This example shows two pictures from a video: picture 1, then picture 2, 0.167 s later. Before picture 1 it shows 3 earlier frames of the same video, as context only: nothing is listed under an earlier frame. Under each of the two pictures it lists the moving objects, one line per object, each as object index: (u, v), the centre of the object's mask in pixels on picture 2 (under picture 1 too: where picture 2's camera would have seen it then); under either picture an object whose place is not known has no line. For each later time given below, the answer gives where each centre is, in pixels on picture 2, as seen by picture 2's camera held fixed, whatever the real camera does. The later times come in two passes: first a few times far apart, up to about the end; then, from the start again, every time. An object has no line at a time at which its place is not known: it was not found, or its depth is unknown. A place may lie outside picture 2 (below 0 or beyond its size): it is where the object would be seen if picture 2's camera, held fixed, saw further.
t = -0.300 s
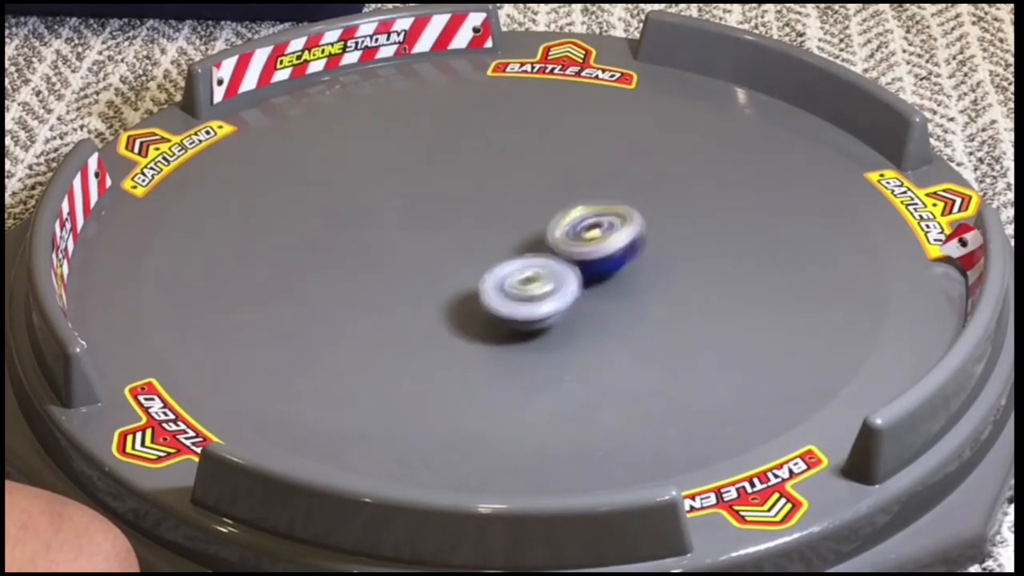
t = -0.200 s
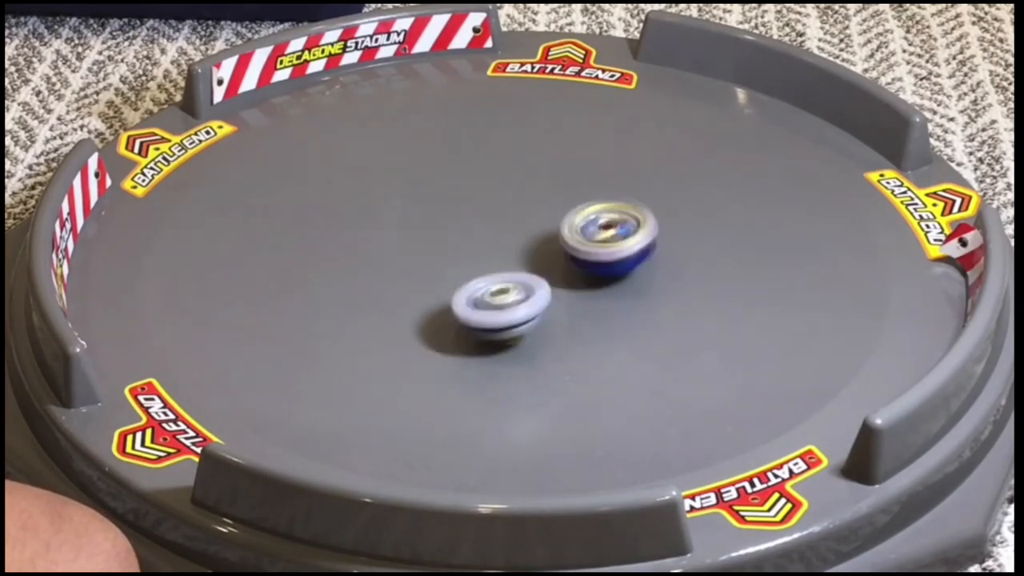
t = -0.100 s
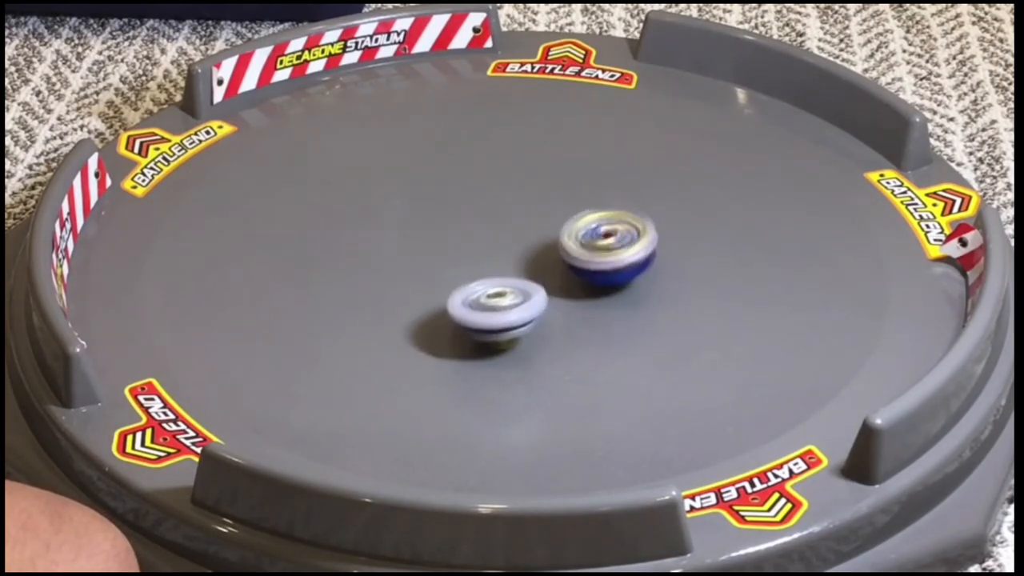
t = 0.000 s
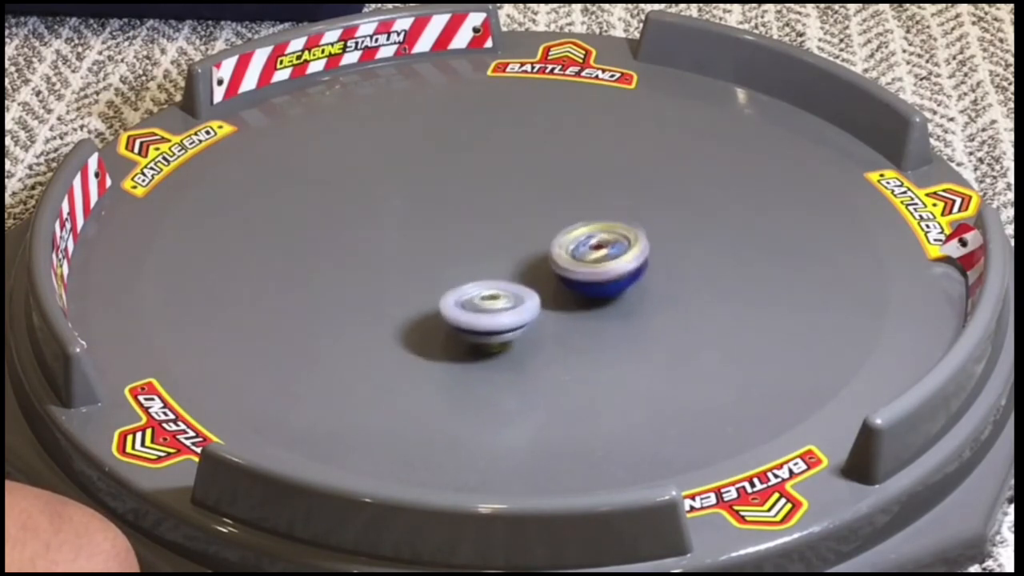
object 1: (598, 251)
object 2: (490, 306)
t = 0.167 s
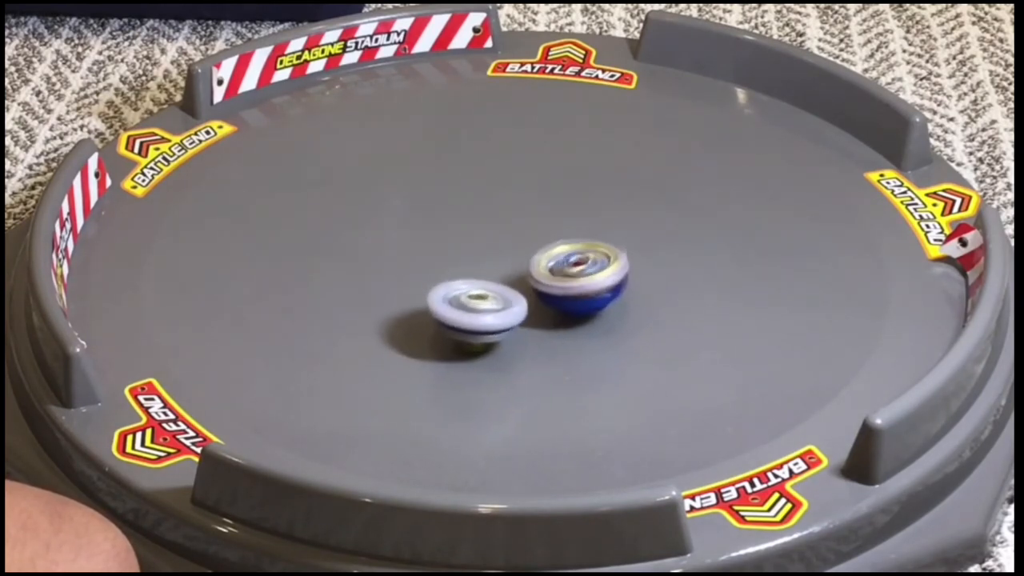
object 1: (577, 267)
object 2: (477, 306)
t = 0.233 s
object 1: (566, 273)
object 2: (471, 304)
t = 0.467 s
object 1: (557, 278)
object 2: (455, 294)
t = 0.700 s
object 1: (581, 265)
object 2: (408, 276)
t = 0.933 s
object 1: (575, 244)
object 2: (418, 268)
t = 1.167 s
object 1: (530, 232)
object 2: (446, 270)
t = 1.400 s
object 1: (505, 226)
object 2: (454, 281)
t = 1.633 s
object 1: (505, 230)
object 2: (443, 302)
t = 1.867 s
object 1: (528, 241)
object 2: (426, 307)
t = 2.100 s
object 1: (553, 257)
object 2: (416, 302)
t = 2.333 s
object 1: (569, 264)
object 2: (427, 295)
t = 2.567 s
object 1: (561, 260)
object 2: (453, 292)
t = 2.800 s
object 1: (575, 241)
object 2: (464, 295)
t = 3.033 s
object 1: (538, 236)
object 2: (470, 302)
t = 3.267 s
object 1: (496, 239)
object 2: (471, 305)
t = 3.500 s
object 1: (458, 240)
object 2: (474, 304)
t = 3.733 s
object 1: (451, 246)
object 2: (484, 304)
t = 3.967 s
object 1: (477, 246)
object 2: (496, 313)
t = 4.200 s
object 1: (488, 252)
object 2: (495, 321)
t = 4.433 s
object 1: (484, 251)
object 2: (487, 321)
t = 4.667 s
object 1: (465, 245)
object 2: (490, 315)
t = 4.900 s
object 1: (465, 230)
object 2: (508, 310)
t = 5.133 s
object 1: (476, 235)
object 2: (534, 309)
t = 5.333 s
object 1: (480, 249)
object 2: (543, 311)
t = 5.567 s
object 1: (484, 249)
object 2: (540, 314)
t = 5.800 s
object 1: (482, 246)
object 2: (535, 311)
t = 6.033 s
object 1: (500, 244)
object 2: (542, 305)
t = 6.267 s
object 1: (500, 250)
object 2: (560, 299)
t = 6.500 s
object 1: (482, 254)
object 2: (572, 297)
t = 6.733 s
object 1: (459, 245)
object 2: (572, 300)
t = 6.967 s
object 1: (470, 244)
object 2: (566, 297)
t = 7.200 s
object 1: (481, 254)
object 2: (567, 291)
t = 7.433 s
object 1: (498, 259)
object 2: (582, 288)
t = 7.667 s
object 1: (479, 268)
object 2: (590, 287)
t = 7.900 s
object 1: (489, 256)
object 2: (584, 287)
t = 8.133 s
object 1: (494, 260)
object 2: (589, 290)
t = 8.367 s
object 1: (518, 235)
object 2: (594, 293)
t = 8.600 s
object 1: (548, 231)
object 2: (594, 290)
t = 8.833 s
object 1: (557, 235)
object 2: (593, 289)
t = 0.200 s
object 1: (571, 270)
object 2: (474, 304)
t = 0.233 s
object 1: (566, 273)
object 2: (471, 304)
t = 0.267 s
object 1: (563, 276)
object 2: (469, 303)
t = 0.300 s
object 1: (562, 278)
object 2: (461, 302)
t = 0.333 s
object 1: (562, 278)
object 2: (457, 300)
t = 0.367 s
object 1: (562, 279)
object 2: (456, 299)
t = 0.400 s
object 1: (560, 278)
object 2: (455, 297)
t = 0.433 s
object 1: (560, 278)
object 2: (455, 296)
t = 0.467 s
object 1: (557, 278)
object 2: (455, 294)
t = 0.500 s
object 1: (556, 277)
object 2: (455, 292)
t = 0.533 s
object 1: (553, 276)
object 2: (455, 291)
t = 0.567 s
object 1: (553, 275)
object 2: (452, 288)
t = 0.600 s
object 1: (564, 273)
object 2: (435, 285)
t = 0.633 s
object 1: (572, 271)
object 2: (420, 282)
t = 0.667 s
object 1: (576, 269)
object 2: (411, 279)
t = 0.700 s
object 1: (581, 265)
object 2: (408, 276)
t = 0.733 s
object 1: (583, 263)
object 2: (408, 274)
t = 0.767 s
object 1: (585, 258)
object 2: (409, 273)
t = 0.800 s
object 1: (585, 257)
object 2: (410, 272)
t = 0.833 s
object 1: (585, 252)
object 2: (411, 271)
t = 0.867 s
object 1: (583, 250)
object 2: (413, 270)
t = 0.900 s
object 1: (579, 246)
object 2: (416, 269)
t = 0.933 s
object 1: (575, 244)
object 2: (418, 268)
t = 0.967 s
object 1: (569, 240)
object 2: (421, 268)
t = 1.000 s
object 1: (563, 238)
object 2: (425, 268)
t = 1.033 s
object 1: (555, 237)
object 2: (428, 267)
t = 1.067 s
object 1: (548, 235)
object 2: (433, 268)
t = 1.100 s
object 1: (540, 234)
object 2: (438, 268)
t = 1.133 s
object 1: (534, 233)
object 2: (444, 268)
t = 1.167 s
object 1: (530, 232)
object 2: (446, 270)
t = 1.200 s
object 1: (529, 231)
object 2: (444, 272)
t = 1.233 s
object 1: (524, 230)
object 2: (445, 273)
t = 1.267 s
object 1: (521, 227)
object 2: (447, 276)
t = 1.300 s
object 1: (517, 226)
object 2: (449, 277)
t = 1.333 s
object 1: (513, 225)
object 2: (451, 278)
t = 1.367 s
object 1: (508, 225)
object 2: (453, 280)
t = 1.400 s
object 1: (505, 226)
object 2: (454, 281)
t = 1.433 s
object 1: (501, 227)
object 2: (455, 283)
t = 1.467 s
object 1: (497, 228)
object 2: (456, 285)
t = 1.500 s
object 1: (498, 231)
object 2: (453, 289)
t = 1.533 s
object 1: (498, 231)
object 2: (450, 294)
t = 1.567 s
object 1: (500, 230)
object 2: (448, 297)
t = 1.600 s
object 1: (501, 231)
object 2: (446, 300)
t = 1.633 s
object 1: (505, 230)
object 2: (443, 302)
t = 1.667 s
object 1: (507, 233)
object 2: (440, 305)
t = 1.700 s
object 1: (512, 234)
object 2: (438, 306)
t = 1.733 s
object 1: (515, 236)
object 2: (435, 307)
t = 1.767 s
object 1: (518, 236)
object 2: (432, 307)
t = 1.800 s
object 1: (521, 238)
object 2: (430, 308)
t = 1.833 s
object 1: (522, 239)
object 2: (428, 308)
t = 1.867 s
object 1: (528, 241)
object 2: (426, 307)
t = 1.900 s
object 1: (530, 245)
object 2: (424, 307)
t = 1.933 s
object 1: (533, 245)
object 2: (421, 307)
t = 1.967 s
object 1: (538, 250)
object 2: (420, 306)
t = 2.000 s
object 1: (542, 252)
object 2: (418, 305)
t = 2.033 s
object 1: (546, 253)
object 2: (417, 304)
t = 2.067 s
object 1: (550, 255)
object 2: (416, 303)
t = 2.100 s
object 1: (553, 257)
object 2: (416, 302)
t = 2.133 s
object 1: (556, 259)
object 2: (416, 301)
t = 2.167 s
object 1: (561, 261)
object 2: (417, 300)
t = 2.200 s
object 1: (563, 262)
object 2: (418, 299)
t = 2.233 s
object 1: (565, 264)
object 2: (420, 298)
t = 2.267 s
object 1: (568, 265)
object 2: (421, 297)
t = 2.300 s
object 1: (568, 262)
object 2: (424, 296)
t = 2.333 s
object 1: (569, 264)
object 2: (427, 295)
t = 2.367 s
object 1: (562, 264)
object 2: (430, 294)
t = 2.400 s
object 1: (564, 262)
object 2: (435, 293)
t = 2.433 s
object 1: (560, 264)
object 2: (441, 293)
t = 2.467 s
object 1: (557, 262)
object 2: (447, 292)
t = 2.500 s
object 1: (554, 263)
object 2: (453, 292)
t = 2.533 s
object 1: (555, 261)
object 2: (457, 292)
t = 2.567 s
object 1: (561, 260)
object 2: (453, 292)
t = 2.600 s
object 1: (562, 258)
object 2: (452, 290)
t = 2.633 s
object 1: (566, 256)
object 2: (454, 290)
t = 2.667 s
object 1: (572, 253)
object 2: (458, 292)
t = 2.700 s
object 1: (575, 249)
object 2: (459, 292)
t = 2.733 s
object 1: (576, 246)
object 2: (460, 294)
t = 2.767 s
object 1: (576, 243)
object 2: (463, 294)
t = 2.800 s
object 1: (575, 241)
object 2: (464, 295)
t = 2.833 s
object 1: (573, 239)
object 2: (465, 296)
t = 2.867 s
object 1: (568, 235)
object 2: (466, 297)
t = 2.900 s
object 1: (563, 235)
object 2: (467, 298)
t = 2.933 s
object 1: (554, 235)
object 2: (468, 299)
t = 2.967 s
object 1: (550, 235)
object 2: (468, 300)
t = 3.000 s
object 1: (545, 235)
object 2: (470, 301)
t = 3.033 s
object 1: (538, 236)
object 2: (470, 302)
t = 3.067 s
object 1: (531, 236)
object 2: (470, 303)
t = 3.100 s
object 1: (524, 237)
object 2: (471, 303)
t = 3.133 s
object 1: (522, 238)
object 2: (470, 304)
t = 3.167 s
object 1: (517, 238)
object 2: (471, 305)
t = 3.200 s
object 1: (509, 238)
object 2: (470, 304)
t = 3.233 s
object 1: (502, 238)
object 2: (470, 305)
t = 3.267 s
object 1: (496, 239)
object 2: (471, 305)
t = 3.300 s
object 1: (494, 239)
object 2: (470, 305)
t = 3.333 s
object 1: (488, 239)
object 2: (471, 305)
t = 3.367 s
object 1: (480, 238)
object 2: (471, 305)
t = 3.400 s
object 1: (474, 239)
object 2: (472, 305)
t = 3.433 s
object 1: (469, 240)
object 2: (473, 304)
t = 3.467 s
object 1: (465, 240)
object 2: (472, 305)
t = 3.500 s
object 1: (458, 240)
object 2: (474, 304)
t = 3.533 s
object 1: (451, 241)
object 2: (475, 303)
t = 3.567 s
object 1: (448, 244)
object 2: (476, 304)
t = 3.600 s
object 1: (447, 245)
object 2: (478, 303)
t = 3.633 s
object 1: (447, 244)
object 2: (479, 304)
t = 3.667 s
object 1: (445, 246)
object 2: (480, 304)
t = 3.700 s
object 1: (446, 246)
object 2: (480, 304)
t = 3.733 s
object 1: (451, 246)
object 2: (484, 304)
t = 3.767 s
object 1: (451, 245)
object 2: (486, 304)
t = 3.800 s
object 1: (452, 245)
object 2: (488, 305)
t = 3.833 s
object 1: (456, 247)
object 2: (490, 305)
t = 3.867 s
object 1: (461, 248)
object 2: (492, 305)
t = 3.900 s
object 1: (468, 246)
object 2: (494, 306)
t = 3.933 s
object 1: (473, 247)
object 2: (495, 309)
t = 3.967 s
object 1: (477, 246)
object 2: (496, 313)
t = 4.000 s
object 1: (488, 243)
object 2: (496, 317)
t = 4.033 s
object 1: (494, 245)
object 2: (495, 318)
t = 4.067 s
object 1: (496, 249)
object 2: (496, 319)
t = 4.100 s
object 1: (496, 251)
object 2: (496, 319)
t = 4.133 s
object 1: (494, 251)
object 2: (497, 320)
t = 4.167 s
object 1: (489, 252)
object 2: (496, 320)
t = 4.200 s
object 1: (488, 252)
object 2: (495, 321)
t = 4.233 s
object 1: (489, 249)
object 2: (494, 321)
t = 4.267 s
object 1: (490, 249)
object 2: (493, 322)
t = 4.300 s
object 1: (492, 248)
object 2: (491, 322)
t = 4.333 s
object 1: (494, 248)
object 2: (490, 322)
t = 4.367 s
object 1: (493, 249)
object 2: (489, 321)
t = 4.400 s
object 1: (488, 249)
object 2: (488, 321)
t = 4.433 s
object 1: (484, 251)
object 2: (487, 321)
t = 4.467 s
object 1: (481, 250)
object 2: (487, 320)
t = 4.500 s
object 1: (476, 249)
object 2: (486, 319)
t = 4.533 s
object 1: (473, 249)
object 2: (486, 318)
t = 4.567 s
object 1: (475, 249)
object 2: (487, 318)
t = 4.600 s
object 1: (472, 248)
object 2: (487, 316)
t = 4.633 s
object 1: (465, 248)
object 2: (488, 316)
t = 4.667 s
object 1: (465, 245)
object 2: (490, 315)
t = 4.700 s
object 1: (463, 241)
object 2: (491, 315)
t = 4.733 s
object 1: (460, 240)
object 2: (493, 314)
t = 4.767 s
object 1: (462, 239)
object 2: (495, 313)
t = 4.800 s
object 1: (462, 235)
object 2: (498, 312)
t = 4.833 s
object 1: (460, 233)
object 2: (501, 311)
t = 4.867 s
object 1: (464, 232)
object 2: (504, 311)
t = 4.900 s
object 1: (465, 230)
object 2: (508, 310)
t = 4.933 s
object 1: (464, 229)
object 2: (513, 309)
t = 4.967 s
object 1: (469, 230)
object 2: (517, 309)
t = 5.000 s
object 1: (470, 230)
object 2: (522, 309)
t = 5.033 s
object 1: (469, 230)
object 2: (525, 308)
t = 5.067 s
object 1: (476, 231)
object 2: (529, 308)
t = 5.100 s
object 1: (479, 234)
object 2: (532, 309)
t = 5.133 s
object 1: (476, 235)
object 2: (534, 309)
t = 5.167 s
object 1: (477, 237)
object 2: (536, 309)
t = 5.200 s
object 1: (480, 237)
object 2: (538, 309)
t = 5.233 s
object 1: (480, 239)
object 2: (540, 310)
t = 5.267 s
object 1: (483, 243)
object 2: (541, 310)
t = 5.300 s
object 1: (484, 246)
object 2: (542, 311)
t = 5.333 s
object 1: (480, 249)
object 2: (543, 311)
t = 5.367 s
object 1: (478, 252)
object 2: (543, 312)
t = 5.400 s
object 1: (478, 252)
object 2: (544, 313)
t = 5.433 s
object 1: (474, 252)
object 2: (543, 313)
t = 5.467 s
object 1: (476, 250)
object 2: (543, 313)
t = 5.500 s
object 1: (481, 250)
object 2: (542, 314)
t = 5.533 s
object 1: (483, 249)
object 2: (542, 314)
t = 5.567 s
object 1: (484, 249)
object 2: (540, 314)
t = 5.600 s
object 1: (486, 253)
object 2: (539, 314)
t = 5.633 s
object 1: (482, 252)
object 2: (538, 313)
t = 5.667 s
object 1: (476, 251)
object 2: (537, 313)
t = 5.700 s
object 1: (477, 248)
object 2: (536, 312)
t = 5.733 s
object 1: (477, 244)
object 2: (536, 312)
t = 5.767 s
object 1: (479, 244)
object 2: (536, 311)
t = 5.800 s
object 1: (482, 246)
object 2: (535, 311)
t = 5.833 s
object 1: (480, 243)
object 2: (536, 310)
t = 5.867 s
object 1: (481, 244)
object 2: (536, 309)
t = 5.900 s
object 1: (487, 243)
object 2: (537, 308)
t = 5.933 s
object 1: (492, 240)
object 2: (538, 306)
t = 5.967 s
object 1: (498, 243)
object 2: (539, 307)
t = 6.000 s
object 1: (501, 243)
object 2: (541, 306)
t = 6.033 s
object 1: (500, 244)
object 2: (542, 305)
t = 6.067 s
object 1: (499, 246)
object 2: (545, 304)
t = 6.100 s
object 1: (500, 247)
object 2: (547, 302)
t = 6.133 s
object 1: (498, 247)
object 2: (549, 302)
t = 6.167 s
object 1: (499, 248)
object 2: (552, 300)
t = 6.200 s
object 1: (502, 248)
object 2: (555, 300)
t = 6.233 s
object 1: (500, 249)
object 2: (557, 299)
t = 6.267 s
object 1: (500, 250)
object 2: (560, 299)
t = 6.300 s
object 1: (500, 252)
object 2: (561, 298)
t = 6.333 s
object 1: (495, 253)
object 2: (563, 298)
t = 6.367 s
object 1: (491, 254)
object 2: (565, 297)
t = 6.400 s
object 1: (489, 254)
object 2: (567, 297)
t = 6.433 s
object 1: (483, 254)
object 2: (569, 297)
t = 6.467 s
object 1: (482, 254)
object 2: (570, 297)
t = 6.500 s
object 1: (482, 254)
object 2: (572, 297)
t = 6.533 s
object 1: (476, 252)
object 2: (573, 297)
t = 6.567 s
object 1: (472, 254)
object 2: (574, 298)
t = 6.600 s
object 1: (469, 251)
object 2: (574, 298)
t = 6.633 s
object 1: (464, 248)
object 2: (574, 299)
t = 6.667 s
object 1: (464, 249)
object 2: (574, 299)
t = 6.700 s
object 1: (461, 246)
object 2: (574, 299)
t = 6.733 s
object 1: (459, 245)
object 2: (572, 300)
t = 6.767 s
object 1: (461, 246)
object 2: (571, 300)
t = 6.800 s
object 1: (461, 244)
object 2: (570, 300)
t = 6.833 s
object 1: (459, 244)
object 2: (569, 299)
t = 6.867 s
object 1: (465, 243)
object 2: (568, 299)
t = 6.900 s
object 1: (465, 244)
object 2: (567, 298)
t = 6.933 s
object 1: (465, 246)
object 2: (566, 298)
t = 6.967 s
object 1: (470, 244)
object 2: (566, 297)
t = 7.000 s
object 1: (475, 245)
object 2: (565, 296)
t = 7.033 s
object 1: (478, 249)
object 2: (565, 295)
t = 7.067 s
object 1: (480, 250)
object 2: (565, 294)
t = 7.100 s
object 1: (479, 251)
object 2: (565, 294)
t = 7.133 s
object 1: (480, 254)
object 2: (566, 293)
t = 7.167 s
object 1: (481, 252)
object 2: (566, 292)
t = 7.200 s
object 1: (481, 254)
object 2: (567, 291)
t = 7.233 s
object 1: (485, 256)
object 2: (568, 290)
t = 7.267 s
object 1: (484, 256)
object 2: (570, 289)
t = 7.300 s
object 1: (480, 256)
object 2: (574, 291)
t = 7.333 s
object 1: (484, 254)
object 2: (576, 289)
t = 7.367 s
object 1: (485, 254)
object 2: (579, 288)
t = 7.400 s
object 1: (490, 254)
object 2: (581, 288)
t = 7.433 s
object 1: (498, 259)
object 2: (582, 288)
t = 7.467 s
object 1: (496, 260)
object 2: (583, 287)
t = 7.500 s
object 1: (496, 267)
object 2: (585, 286)
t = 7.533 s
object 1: (493, 268)
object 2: (587, 286)
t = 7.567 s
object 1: (488, 269)
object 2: (587, 286)
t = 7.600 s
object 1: (485, 269)
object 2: (588, 286)
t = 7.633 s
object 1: (481, 267)
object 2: (589, 286)
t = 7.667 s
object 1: (479, 268)
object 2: (590, 287)
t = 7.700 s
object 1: (479, 265)
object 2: (589, 286)
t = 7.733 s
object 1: (477, 264)
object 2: (589, 287)
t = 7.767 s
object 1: (480, 261)
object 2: (588, 287)
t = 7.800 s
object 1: (478, 261)
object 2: (588, 287)
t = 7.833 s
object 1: (483, 258)
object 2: (587, 287)
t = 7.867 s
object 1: (489, 257)
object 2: (586, 287)
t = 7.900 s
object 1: (489, 256)
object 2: (584, 287)
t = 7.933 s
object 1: (494, 258)
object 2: (584, 287)
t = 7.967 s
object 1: (493, 257)
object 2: (583, 286)
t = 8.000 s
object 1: (498, 260)
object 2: (583, 286)
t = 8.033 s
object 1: (496, 261)
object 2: (581, 286)
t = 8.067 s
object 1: (498, 262)
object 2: (578, 285)
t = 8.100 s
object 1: (495, 265)
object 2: (579, 283)
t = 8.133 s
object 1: (494, 260)
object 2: (589, 290)
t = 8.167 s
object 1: (492, 253)
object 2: (593, 293)
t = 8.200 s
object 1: (493, 249)
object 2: (593, 296)
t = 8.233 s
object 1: (498, 246)
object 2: (592, 297)
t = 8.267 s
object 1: (505, 244)
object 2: (590, 295)
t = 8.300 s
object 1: (510, 242)
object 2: (592, 292)
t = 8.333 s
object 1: (513, 239)
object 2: (595, 293)
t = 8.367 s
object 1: (518, 235)
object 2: (594, 293)
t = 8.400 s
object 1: (524, 234)
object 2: (594, 293)
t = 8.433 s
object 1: (529, 233)
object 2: (593, 292)
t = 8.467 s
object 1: (532, 232)
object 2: (595, 291)
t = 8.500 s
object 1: (535, 231)
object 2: (595, 292)
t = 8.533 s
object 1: (540, 231)
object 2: (595, 291)
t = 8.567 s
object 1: (545, 231)
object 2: (594, 292)
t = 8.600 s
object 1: (548, 231)
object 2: (594, 290)
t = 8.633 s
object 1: (551, 232)
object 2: (595, 290)
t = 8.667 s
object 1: (551, 232)
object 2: (594, 289)
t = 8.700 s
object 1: (552, 233)
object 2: (594, 289)
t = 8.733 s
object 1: (552, 234)
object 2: (593, 288)
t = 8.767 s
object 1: (554, 235)
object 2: (595, 287)
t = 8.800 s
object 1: (556, 235)
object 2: (594, 288)
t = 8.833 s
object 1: (557, 235)
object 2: (593, 289)
